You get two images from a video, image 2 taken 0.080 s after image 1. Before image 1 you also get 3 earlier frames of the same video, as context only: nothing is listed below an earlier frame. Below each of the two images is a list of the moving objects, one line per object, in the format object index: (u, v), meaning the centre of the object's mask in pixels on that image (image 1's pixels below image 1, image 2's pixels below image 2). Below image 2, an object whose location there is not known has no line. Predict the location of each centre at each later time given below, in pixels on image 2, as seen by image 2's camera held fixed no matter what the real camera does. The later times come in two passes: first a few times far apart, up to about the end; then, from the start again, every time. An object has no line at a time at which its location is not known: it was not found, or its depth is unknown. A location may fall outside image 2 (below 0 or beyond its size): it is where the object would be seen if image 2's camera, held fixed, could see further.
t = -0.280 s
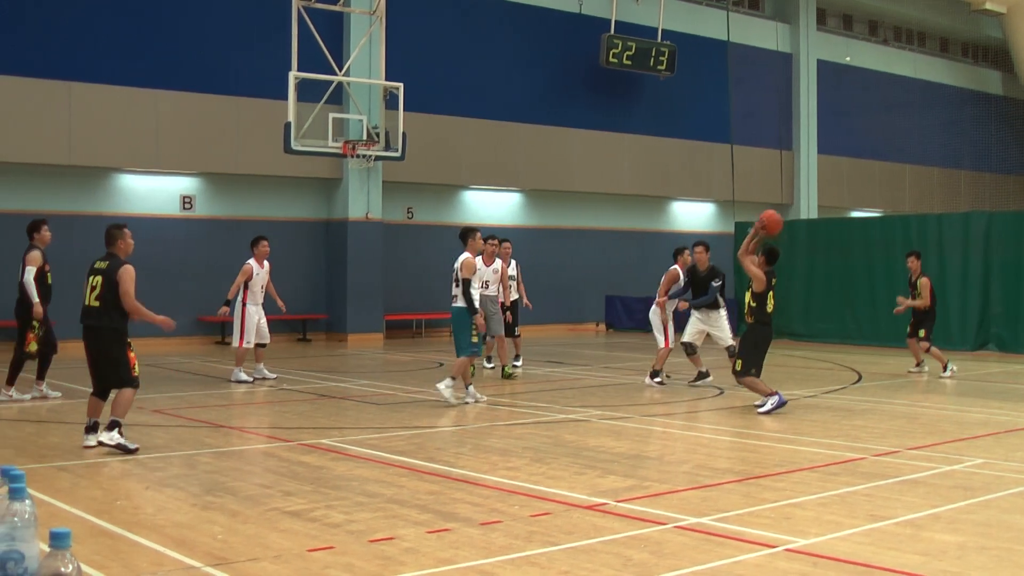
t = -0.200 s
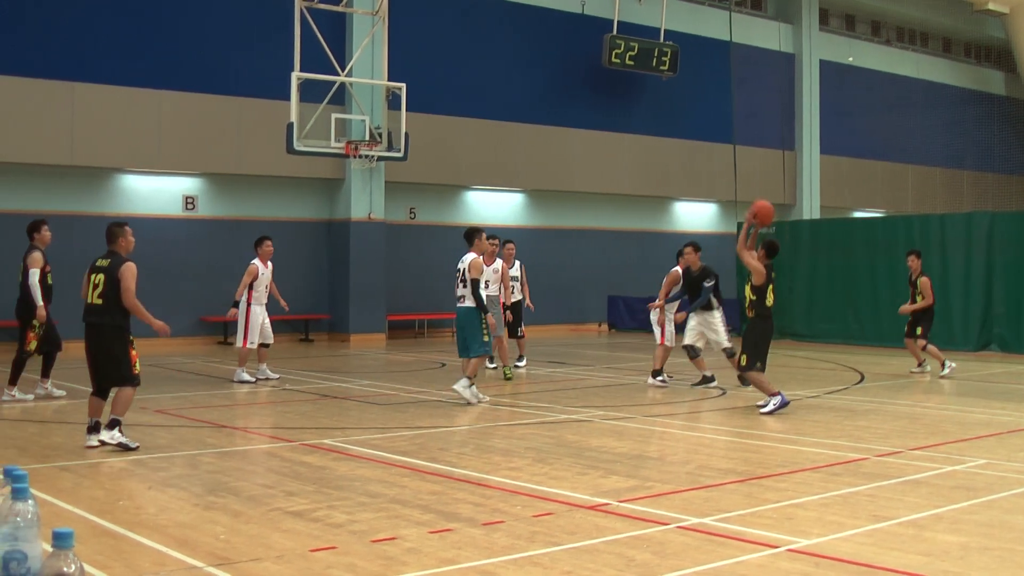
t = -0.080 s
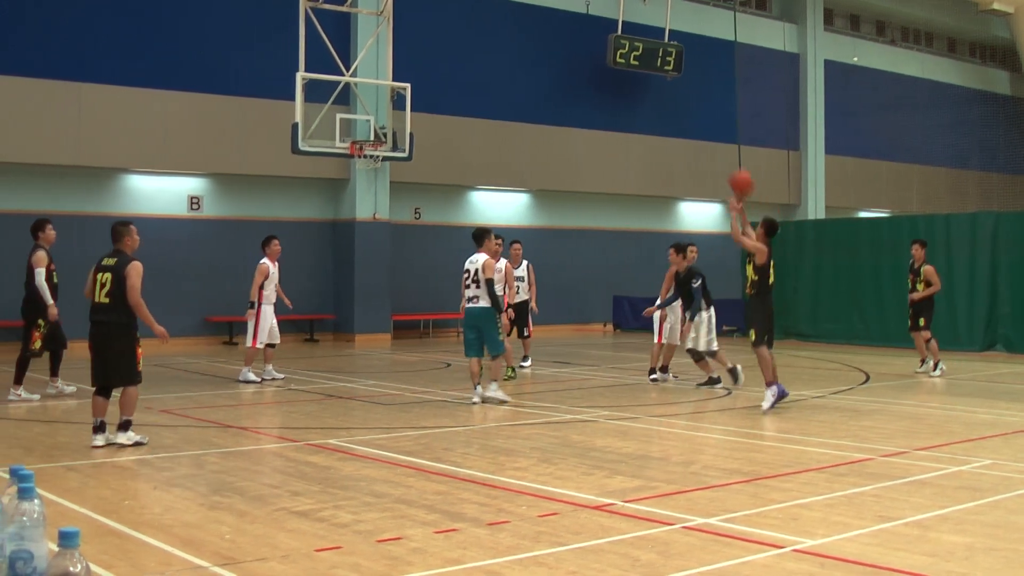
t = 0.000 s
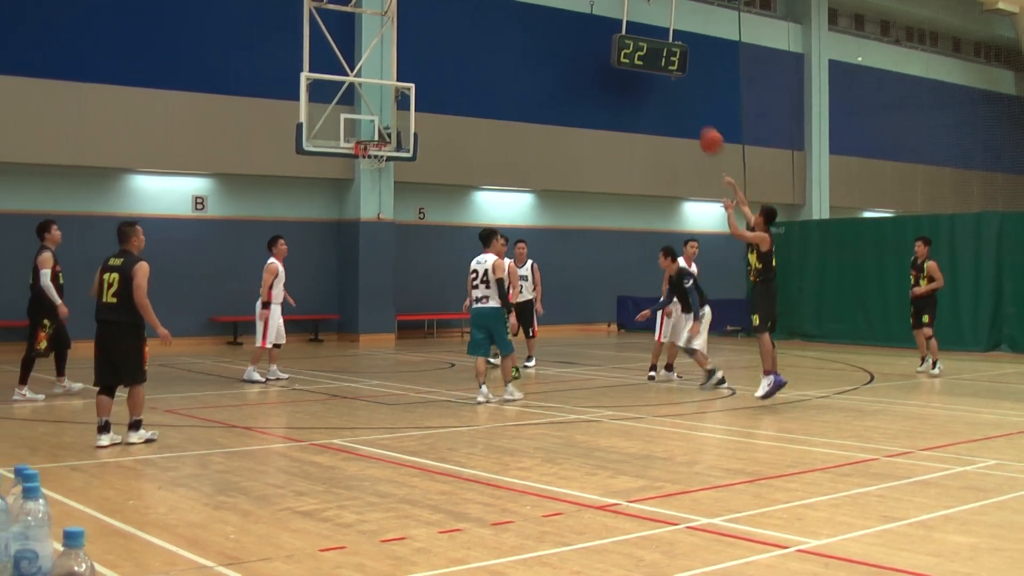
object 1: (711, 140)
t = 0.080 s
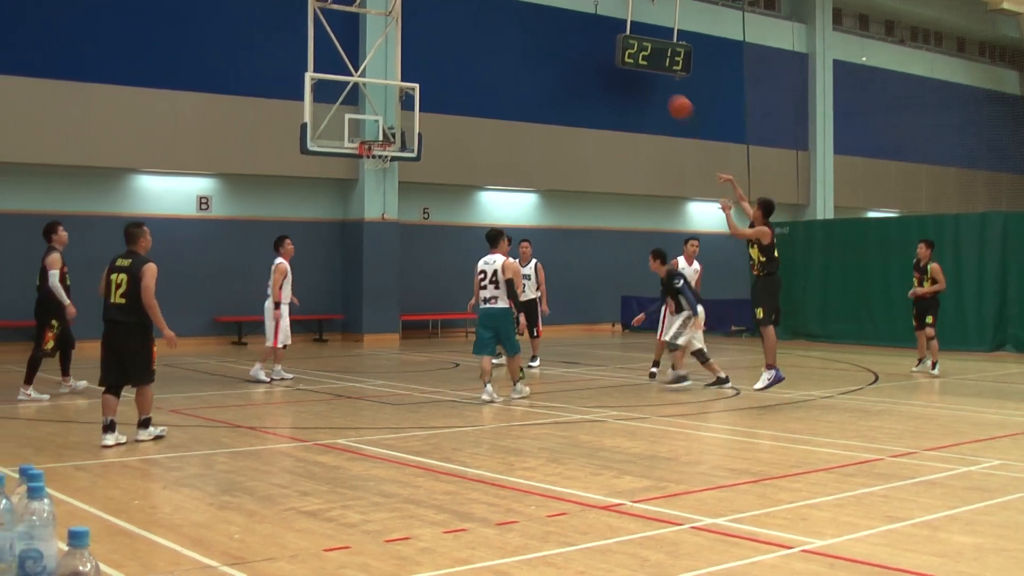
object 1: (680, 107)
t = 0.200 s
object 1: (631, 71)
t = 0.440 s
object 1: (546, 38)
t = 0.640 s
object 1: (484, 48)
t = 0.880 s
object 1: (418, 95)
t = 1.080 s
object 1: (376, 160)
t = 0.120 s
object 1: (664, 92)
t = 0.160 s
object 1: (647, 81)
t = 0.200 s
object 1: (631, 71)
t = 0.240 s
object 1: (615, 61)
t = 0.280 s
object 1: (602, 54)
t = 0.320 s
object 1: (587, 48)
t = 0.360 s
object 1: (573, 43)
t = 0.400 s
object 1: (559, 40)
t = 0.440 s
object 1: (546, 38)
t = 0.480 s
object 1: (533, 38)
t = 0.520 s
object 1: (521, 38)
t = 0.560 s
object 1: (508, 40)
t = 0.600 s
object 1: (496, 43)
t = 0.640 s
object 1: (484, 48)
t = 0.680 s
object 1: (472, 53)
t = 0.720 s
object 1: (461, 59)
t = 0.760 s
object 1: (450, 67)
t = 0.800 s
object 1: (439, 75)
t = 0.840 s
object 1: (429, 84)
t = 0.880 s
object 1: (418, 95)
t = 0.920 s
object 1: (407, 107)
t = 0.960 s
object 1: (398, 118)
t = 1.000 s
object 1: (387, 132)
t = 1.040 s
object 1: (376, 143)
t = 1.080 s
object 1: (376, 160)
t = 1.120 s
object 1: (379, 173)
